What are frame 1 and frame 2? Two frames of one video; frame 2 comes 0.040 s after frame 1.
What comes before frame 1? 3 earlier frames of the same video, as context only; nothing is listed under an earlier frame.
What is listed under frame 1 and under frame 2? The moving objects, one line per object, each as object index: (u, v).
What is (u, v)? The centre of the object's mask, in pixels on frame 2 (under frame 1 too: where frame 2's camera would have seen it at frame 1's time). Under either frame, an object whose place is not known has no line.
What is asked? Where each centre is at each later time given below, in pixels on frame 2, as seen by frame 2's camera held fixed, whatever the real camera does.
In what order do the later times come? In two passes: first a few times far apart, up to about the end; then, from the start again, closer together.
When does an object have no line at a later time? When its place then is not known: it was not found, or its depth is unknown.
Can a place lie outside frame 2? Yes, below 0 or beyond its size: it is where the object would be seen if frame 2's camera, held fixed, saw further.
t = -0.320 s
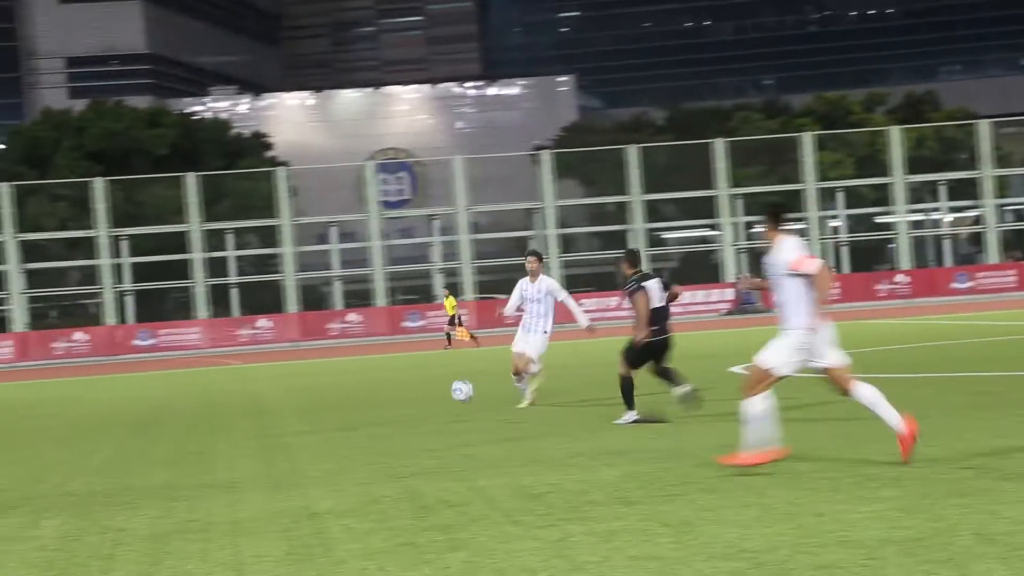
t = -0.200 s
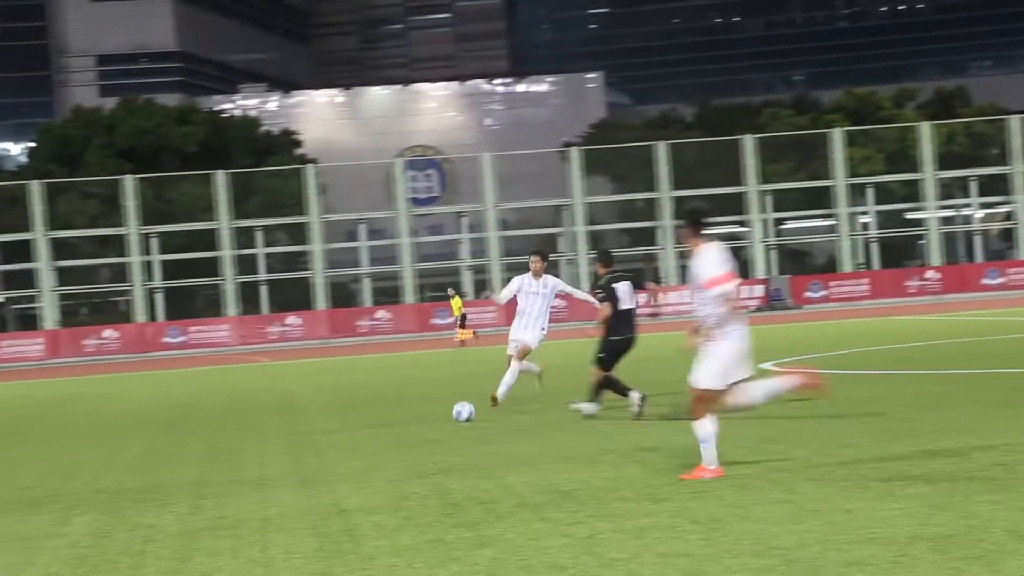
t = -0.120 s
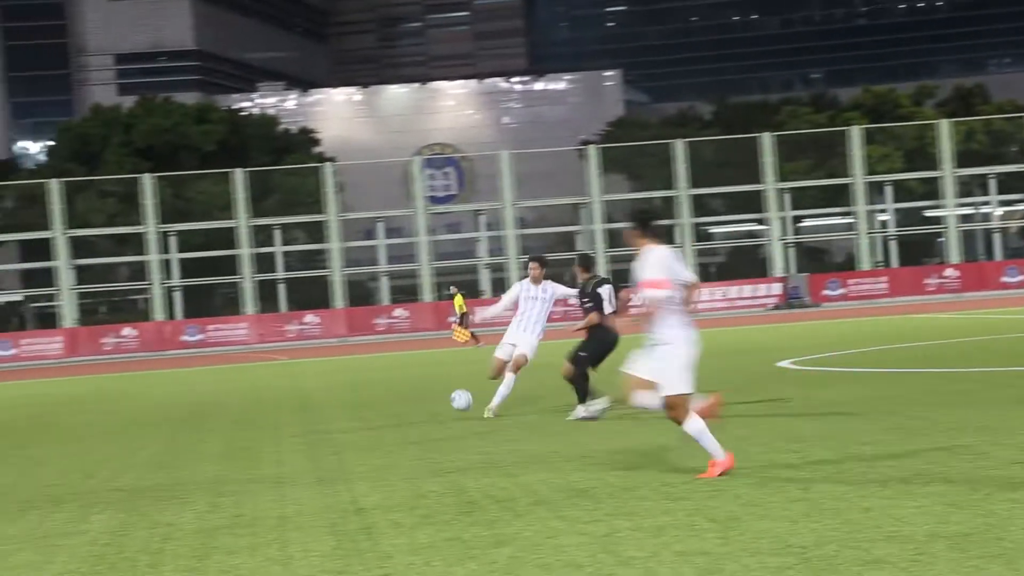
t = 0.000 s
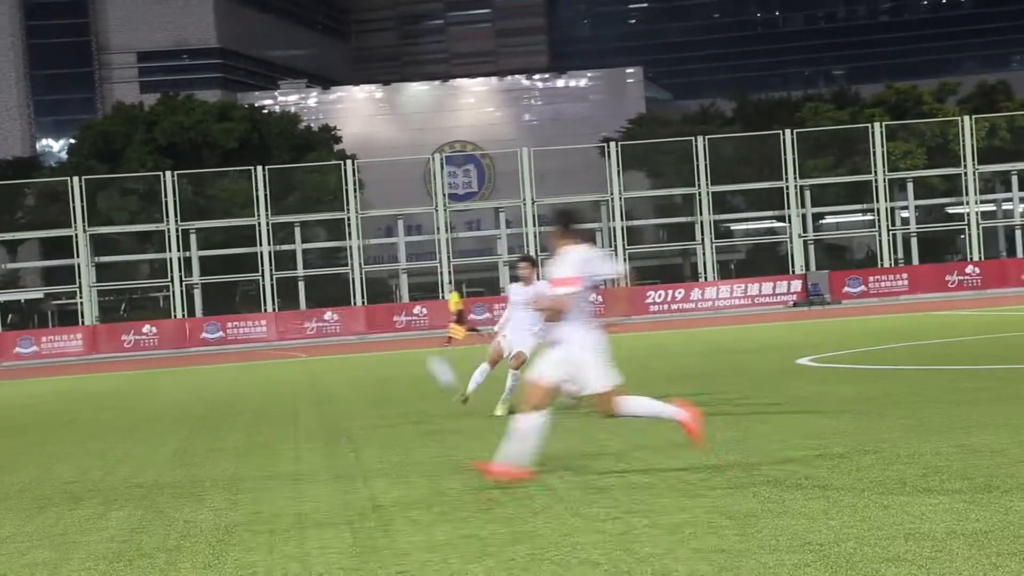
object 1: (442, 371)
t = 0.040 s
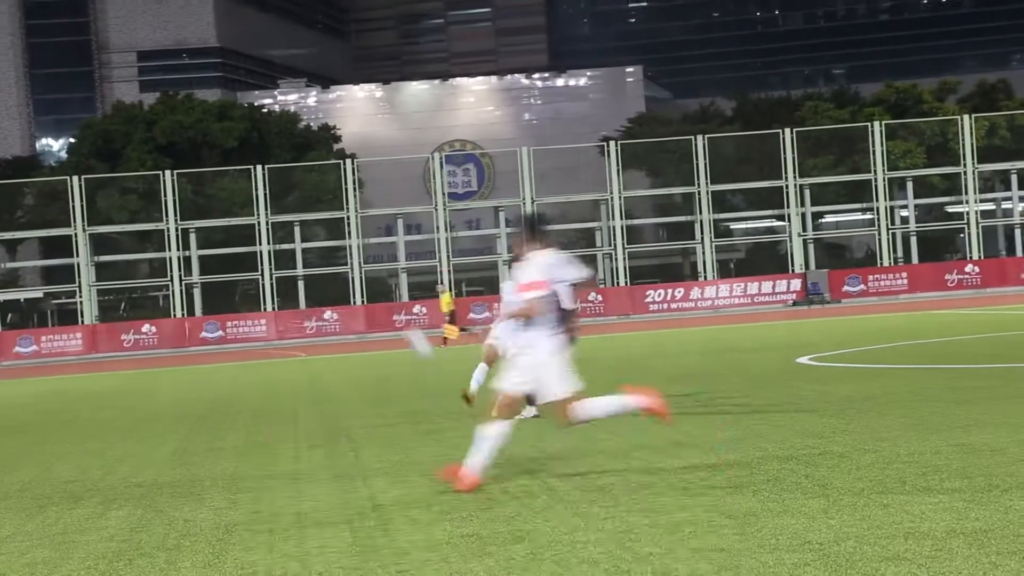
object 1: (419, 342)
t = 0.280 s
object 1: (280, 199)
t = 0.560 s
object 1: (100, 89)
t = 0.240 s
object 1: (304, 221)
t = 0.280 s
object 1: (280, 199)
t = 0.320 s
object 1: (254, 179)
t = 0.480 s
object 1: (154, 114)
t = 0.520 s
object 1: (127, 101)
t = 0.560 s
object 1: (100, 89)
